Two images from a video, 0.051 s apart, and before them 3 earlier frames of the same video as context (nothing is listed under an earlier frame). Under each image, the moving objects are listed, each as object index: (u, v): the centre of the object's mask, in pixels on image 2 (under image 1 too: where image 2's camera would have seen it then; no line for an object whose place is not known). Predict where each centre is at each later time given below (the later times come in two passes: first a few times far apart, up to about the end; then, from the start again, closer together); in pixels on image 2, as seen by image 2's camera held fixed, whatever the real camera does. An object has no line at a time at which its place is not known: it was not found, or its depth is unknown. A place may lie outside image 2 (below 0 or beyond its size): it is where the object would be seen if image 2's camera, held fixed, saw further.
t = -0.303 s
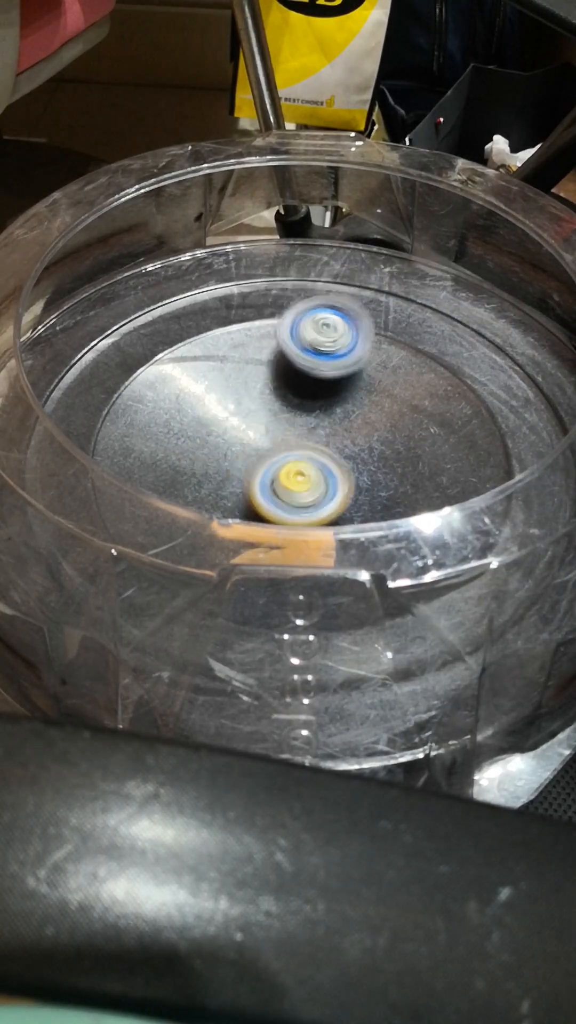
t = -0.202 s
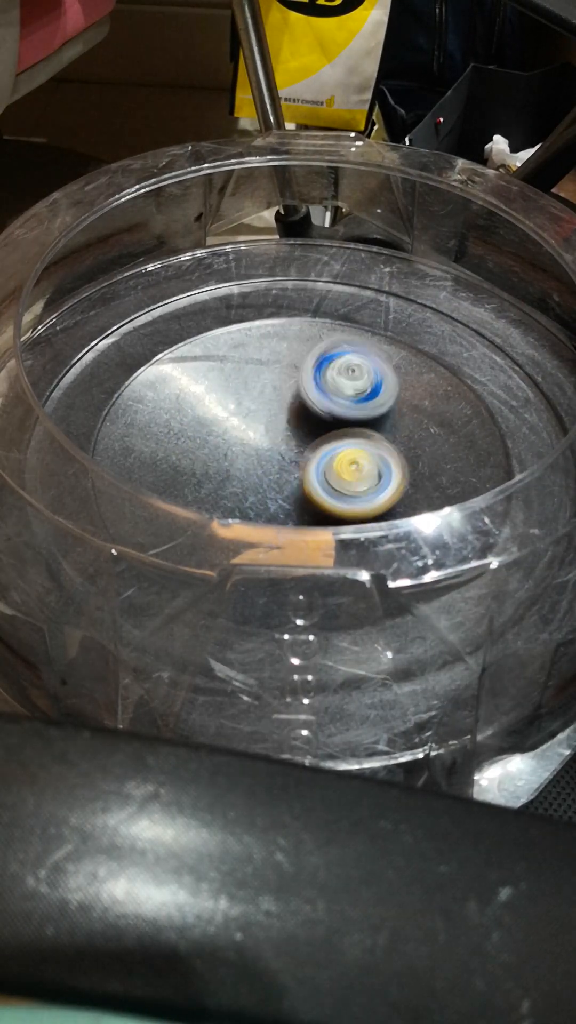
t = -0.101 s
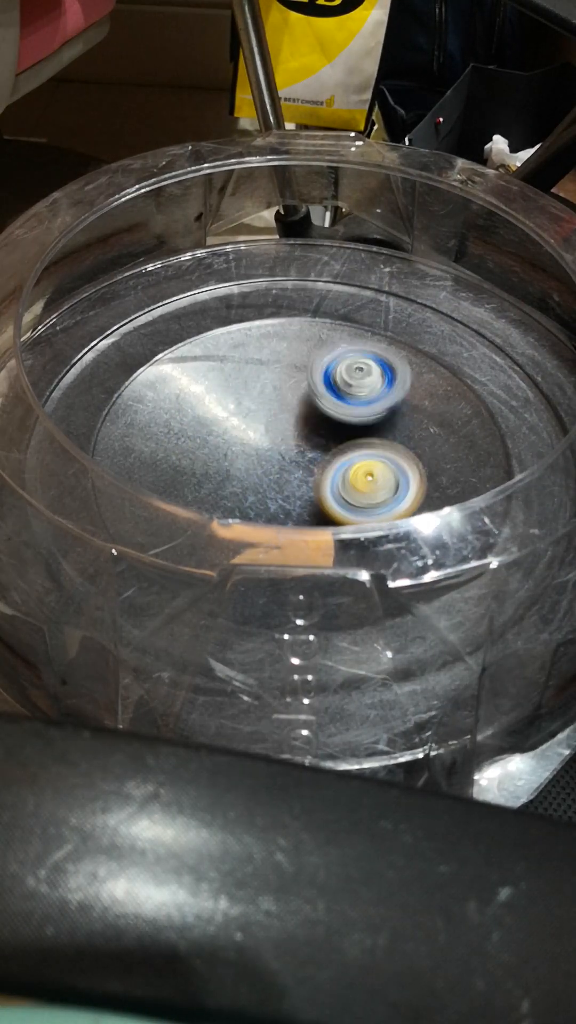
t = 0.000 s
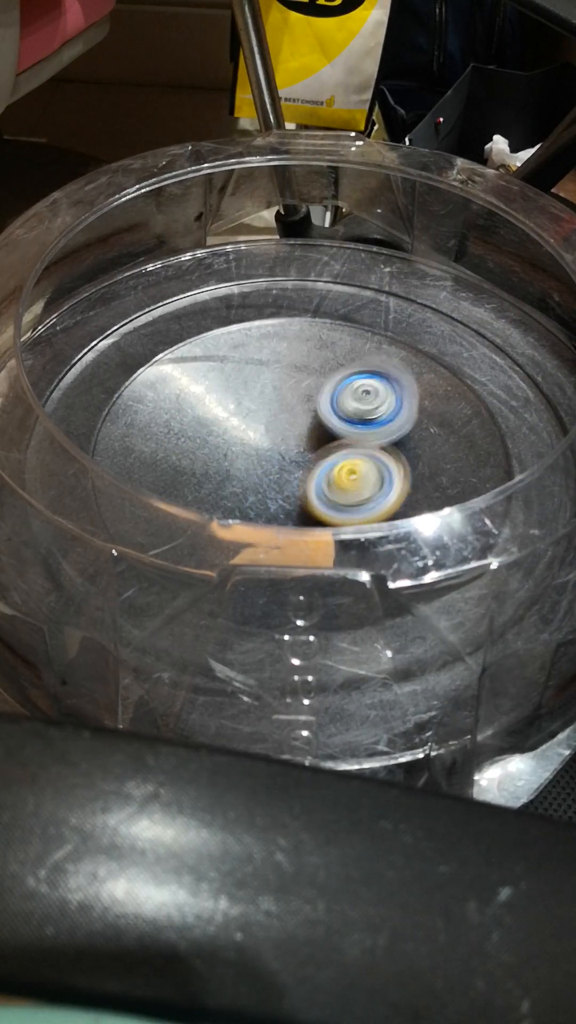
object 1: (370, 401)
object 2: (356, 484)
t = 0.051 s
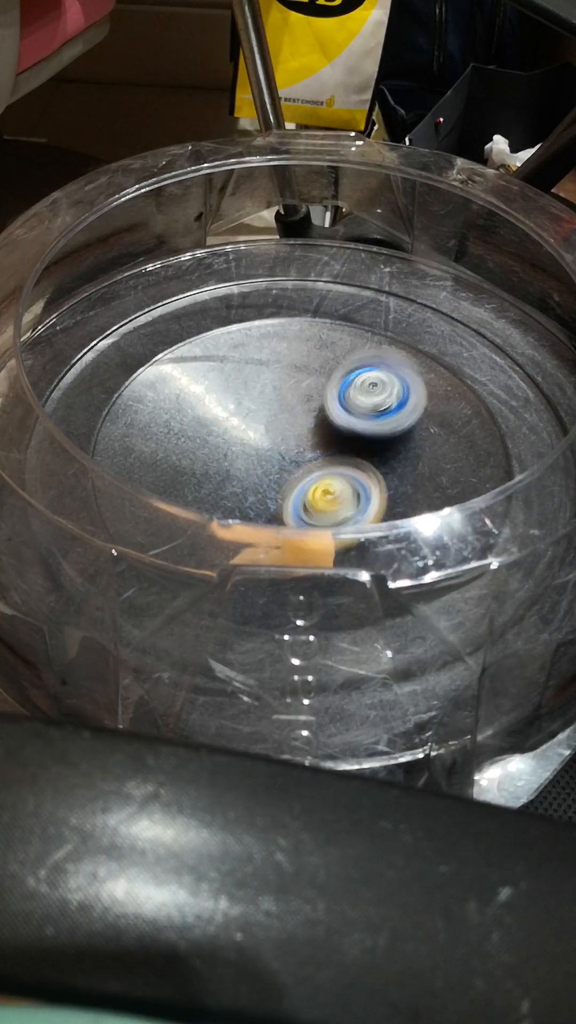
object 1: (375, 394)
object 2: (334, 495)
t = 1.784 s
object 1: (290, 480)
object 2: (436, 475)
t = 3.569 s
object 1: (519, 410)
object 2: (194, 471)
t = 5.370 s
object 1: (370, 463)
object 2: (224, 485)
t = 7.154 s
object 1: (247, 482)
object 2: (355, 486)
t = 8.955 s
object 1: (312, 485)
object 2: (365, 432)
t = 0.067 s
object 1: (377, 394)
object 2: (328, 497)
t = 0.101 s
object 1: (379, 399)
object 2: (315, 500)
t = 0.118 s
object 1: (379, 403)
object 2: (311, 500)
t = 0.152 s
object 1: (377, 413)
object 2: (305, 500)
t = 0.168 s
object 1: (377, 418)
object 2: (305, 500)
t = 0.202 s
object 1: (373, 429)
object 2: (299, 496)
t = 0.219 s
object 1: (368, 434)
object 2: (294, 496)
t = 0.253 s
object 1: (364, 435)
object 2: (282, 495)
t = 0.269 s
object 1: (362, 431)
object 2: (273, 493)
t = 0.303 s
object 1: (360, 428)
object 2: (260, 493)
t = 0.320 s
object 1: (357, 428)
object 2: (257, 493)
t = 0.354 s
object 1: (351, 426)
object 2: (252, 489)
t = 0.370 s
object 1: (349, 424)
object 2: (252, 488)
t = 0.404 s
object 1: (343, 422)
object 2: (253, 484)
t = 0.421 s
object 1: (340, 422)
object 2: (253, 483)
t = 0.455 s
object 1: (335, 419)
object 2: (256, 477)
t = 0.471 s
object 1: (335, 413)
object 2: (253, 476)
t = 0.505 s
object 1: (339, 406)
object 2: (246, 472)
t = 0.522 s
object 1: (341, 406)
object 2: (245, 471)
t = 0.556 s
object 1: (345, 403)
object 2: (247, 470)
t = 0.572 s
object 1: (346, 402)
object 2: (248, 469)
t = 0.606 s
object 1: (350, 402)
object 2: (250, 466)
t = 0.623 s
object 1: (351, 403)
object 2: (252, 465)
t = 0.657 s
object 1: (351, 408)
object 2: (255, 461)
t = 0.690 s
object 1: (351, 413)
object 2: (252, 456)
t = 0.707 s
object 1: (358, 412)
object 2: (240, 455)
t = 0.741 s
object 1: (369, 414)
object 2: (217, 460)
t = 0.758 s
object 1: (374, 417)
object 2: (209, 459)
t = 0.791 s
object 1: (377, 424)
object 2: (196, 463)
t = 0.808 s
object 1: (377, 427)
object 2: (192, 466)
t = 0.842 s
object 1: (373, 435)
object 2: (189, 471)
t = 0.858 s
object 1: (368, 440)
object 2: (184, 479)
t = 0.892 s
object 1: (358, 450)
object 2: (186, 488)
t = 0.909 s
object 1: (354, 453)
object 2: (190, 492)
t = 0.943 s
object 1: (342, 459)
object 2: (202, 501)
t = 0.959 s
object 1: (335, 461)
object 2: (211, 505)
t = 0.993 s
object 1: (322, 462)
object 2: (227, 513)
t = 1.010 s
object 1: (317, 462)
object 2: (236, 513)
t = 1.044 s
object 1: (305, 457)
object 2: (254, 513)
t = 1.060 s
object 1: (298, 455)
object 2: (266, 517)
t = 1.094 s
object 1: (287, 450)
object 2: (298, 512)
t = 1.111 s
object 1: (283, 449)
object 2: (308, 511)
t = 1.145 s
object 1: (273, 443)
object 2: (328, 543)
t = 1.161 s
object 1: (269, 439)
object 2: (347, 544)
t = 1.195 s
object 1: (263, 429)
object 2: (366, 544)
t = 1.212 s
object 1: (261, 423)
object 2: (373, 544)
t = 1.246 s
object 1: (261, 414)
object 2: (388, 540)
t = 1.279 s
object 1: (264, 406)
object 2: (408, 535)
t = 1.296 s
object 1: (268, 404)
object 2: (413, 537)
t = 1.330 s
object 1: (271, 399)
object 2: (424, 532)
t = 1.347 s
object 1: (274, 396)
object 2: (429, 529)
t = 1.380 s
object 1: (281, 391)
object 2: (439, 526)
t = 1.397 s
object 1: (285, 390)
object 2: (441, 524)
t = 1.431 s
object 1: (297, 393)
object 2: (446, 521)
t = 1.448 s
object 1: (303, 396)
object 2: (449, 520)
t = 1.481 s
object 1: (312, 404)
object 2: (452, 516)
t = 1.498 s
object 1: (315, 408)
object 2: (452, 514)
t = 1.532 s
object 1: (317, 418)
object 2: (452, 512)
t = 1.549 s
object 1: (318, 422)
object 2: (453, 510)
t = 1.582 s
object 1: (320, 430)
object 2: (452, 508)
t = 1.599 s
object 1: (322, 436)
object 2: (450, 506)
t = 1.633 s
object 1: (321, 445)
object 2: (447, 502)
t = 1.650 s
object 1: (319, 450)
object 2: (447, 500)
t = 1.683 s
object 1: (313, 460)
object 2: (445, 496)
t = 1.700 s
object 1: (309, 465)
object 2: (442, 494)
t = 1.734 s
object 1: (301, 473)
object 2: (439, 489)
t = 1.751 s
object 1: (298, 476)
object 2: (436, 479)
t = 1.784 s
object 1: (290, 480)
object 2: (436, 475)
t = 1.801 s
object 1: (286, 481)
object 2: (435, 473)
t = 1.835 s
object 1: (277, 483)
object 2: (435, 469)
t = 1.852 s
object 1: (271, 485)
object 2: (435, 467)
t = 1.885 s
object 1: (258, 486)
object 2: (434, 459)
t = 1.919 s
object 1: (247, 484)
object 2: (431, 450)
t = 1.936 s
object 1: (243, 483)
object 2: (427, 445)
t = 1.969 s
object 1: (235, 480)
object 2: (421, 435)
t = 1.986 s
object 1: (232, 478)
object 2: (418, 430)
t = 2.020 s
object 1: (225, 474)
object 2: (410, 421)
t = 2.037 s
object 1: (223, 471)
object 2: (404, 416)
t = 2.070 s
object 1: (223, 462)
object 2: (392, 407)
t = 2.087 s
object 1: (227, 459)
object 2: (387, 403)
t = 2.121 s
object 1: (238, 454)
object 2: (372, 395)
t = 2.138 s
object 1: (244, 450)
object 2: (364, 393)
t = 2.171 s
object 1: (254, 447)
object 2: (348, 388)
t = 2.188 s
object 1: (258, 447)
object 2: (340, 384)
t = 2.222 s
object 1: (269, 447)
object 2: (325, 379)
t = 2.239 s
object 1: (273, 450)
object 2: (322, 372)
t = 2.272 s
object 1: (283, 457)
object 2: (316, 360)
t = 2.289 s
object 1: (288, 459)
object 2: (309, 355)
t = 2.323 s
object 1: (295, 462)
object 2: (298, 350)
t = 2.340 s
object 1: (298, 462)
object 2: (294, 350)
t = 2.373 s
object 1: (310, 465)
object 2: (285, 348)
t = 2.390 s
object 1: (316, 468)
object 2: (282, 347)
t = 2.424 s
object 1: (323, 474)
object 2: (276, 348)
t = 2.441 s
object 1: (325, 477)
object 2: (275, 348)
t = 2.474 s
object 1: (328, 482)
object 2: (272, 351)
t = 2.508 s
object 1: (333, 487)
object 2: (269, 354)
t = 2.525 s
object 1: (333, 488)
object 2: (269, 354)
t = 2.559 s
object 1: (330, 493)
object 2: (269, 357)
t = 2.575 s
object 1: (326, 496)
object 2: (268, 360)
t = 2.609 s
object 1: (321, 497)
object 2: (269, 369)
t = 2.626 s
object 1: (319, 497)
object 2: (270, 369)
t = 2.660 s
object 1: (312, 498)
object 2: (270, 373)
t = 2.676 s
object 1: (307, 496)
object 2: (268, 374)
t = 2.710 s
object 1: (298, 493)
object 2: (266, 379)
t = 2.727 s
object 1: (296, 490)
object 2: (265, 380)
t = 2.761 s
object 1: (296, 483)
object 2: (262, 387)
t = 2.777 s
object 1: (297, 480)
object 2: (261, 391)
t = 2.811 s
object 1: (296, 473)
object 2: (257, 397)
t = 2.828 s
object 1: (301, 473)
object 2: (250, 396)
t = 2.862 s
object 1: (319, 472)
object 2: (238, 394)
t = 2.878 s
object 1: (323, 471)
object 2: (233, 394)
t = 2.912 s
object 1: (328, 467)
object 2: (227, 397)
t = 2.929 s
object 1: (334, 465)
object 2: (224, 402)
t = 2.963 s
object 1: (345, 462)
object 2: (222, 408)
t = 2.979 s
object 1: (346, 462)
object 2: (221, 413)
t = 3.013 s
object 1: (354, 456)
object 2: (220, 423)
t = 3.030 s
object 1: (362, 456)
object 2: (221, 426)
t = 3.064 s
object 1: (366, 456)
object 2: (227, 436)
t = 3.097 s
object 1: (372, 453)
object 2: (233, 448)
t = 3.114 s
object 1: (378, 455)
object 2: (241, 453)
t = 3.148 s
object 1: (378, 457)
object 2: (253, 462)
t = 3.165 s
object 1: (381, 456)
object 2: (260, 467)
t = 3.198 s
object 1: (393, 458)
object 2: (262, 471)
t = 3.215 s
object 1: (410, 454)
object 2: (244, 471)
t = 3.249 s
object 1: (453, 445)
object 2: (216, 470)
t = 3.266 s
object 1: (464, 446)
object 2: (205, 470)
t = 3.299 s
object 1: (487, 438)
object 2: (186, 468)
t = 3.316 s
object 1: (494, 439)
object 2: (181, 468)
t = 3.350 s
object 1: (498, 437)
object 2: (179, 470)
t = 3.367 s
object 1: (505, 436)
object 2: (179, 471)
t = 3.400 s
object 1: (504, 438)
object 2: (178, 473)
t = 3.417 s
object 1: (508, 435)
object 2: (177, 472)
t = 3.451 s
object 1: (511, 435)
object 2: (182, 472)
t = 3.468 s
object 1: (514, 430)
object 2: (184, 473)
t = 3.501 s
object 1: (519, 426)
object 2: (185, 473)
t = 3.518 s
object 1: (517, 420)
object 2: (187, 472)
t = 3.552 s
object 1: (523, 414)
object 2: (191, 470)
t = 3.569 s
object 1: (519, 410)
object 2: (194, 471)
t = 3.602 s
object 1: (524, 401)
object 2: (198, 468)
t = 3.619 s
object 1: (520, 399)
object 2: (199, 468)
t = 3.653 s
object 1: (522, 389)
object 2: (205, 465)
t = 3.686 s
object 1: (515, 383)
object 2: (212, 466)
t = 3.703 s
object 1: (516, 377)
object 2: (215, 466)
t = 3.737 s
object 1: (510, 373)
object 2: (222, 469)
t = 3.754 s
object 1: (509, 368)
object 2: (228, 470)
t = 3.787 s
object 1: (504, 364)
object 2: (240, 471)
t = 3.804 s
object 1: (501, 358)
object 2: (245, 472)
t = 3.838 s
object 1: (497, 355)
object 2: (258, 472)
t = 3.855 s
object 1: (491, 350)
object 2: (264, 471)
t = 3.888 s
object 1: (488, 346)
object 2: (278, 467)
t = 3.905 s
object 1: (481, 343)
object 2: (286, 464)
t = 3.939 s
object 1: (477, 338)
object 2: (297, 458)
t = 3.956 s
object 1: (470, 337)
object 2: (303, 455)
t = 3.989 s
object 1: (465, 330)
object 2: (311, 448)
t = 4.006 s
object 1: (459, 331)
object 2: (315, 444)
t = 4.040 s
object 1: (451, 325)
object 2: (322, 439)
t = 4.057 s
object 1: (447, 326)
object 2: (325, 436)
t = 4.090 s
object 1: (436, 322)
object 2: (327, 428)
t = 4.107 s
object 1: (433, 323)
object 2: (329, 426)
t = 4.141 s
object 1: (422, 320)
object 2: (331, 422)
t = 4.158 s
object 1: (420, 320)
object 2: (332, 421)
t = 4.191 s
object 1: (407, 324)
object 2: (332, 417)
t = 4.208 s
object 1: (406, 329)
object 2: (331, 417)
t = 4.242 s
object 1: (395, 340)
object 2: (329, 416)
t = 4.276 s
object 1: (392, 348)
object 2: (328, 419)
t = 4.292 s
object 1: (388, 350)
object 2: (324, 422)
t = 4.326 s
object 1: (385, 359)
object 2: (317, 425)
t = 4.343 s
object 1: (382, 359)
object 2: (309, 430)
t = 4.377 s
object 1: (386, 364)
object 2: (296, 438)
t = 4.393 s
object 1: (382, 370)
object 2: (290, 441)
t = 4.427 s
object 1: (382, 376)
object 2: (286, 450)
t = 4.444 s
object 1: (378, 383)
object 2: (286, 452)
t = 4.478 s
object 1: (377, 390)
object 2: (287, 460)
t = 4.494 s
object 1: (373, 398)
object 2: (289, 463)
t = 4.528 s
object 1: (371, 405)
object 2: (291, 470)
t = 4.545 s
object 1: (369, 413)
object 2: (292, 473)
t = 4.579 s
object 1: (384, 403)
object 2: (277, 489)
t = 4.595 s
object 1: (388, 402)
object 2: (270, 493)
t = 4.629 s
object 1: (397, 399)
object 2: (269, 500)
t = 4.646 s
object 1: (394, 401)
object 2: (269, 502)
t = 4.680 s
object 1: (400, 404)
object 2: (270, 505)
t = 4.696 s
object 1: (397, 408)
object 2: (271, 507)
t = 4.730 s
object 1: (402, 416)
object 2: (272, 510)
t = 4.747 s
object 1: (399, 419)
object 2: (272, 510)
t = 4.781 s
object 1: (401, 429)
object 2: (273, 511)
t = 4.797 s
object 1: (398, 430)
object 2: (274, 511)
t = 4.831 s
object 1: (395, 441)
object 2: (276, 510)
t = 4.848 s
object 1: (393, 442)
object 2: (278, 509)
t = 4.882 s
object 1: (388, 452)
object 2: (281, 506)
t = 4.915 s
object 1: (385, 461)
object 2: (285, 503)
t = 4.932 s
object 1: (379, 462)
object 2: (285, 502)
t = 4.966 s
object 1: (396, 452)
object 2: (263, 503)
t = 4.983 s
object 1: (405, 445)
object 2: (255, 502)
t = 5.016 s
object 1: (408, 438)
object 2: (240, 501)
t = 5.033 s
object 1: (415, 437)
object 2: (235, 501)
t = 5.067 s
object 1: (416, 437)
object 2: (225, 500)
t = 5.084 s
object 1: (413, 441)
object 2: (221, 502)
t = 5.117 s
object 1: (418, 443)
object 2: (220, 499)
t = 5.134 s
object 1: (417, 442)
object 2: (219, 498)
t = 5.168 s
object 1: (416, 446)
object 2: (217, 496)
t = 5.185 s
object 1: (418, 447)
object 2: (217, 496)
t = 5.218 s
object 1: (411, 449)
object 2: (218, 494)
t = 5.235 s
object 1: (407, 454)
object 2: (219, 493)
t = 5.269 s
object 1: (400, 456)
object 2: (221, 494)
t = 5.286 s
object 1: (392, 457)
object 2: (221, 492)
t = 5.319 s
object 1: (383, 461)
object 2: (219, 490)
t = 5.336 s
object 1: (380, 459)
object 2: (221, 488)
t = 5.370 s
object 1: (370, 463)
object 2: (224, 485)
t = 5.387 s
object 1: (368, 464)
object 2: (226, 484)
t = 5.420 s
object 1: (358, 465)
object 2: (229, 476)
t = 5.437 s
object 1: (351, 469)
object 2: (231, 473)
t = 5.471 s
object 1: (344, 470)
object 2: (238, 462)
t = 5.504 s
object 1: (344, 468)
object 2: (239, 453)
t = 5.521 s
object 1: (345, 468)
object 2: (239, 447)
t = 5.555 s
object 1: (350, 468)
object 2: (241, 438)
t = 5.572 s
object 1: (356, 467)
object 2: (243, 433)
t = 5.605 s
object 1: (351, 469)
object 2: (247, 426)
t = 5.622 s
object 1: (344, 473)
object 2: (251, 424)
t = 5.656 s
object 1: (341, 475)
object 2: (259, 416)
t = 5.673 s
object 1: (341, 475)
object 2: (264, 414)
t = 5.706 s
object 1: (335, 477)
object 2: (268, 409)
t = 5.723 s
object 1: (328, 480)
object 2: (270, 406)
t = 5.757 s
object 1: (320, 481)
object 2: (275, 404)
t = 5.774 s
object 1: (320, 478)
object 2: (276, 402)
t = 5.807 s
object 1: (313, 477)
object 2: (277, 401)
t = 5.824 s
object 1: (308, 479)
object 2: (278, 401)
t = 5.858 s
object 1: (303, 476)
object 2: (280, 400)
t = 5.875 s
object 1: (301, 474)
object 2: (280, 400)
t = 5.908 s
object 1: (298, 475)
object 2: (283, 401)
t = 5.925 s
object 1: (293, 479)
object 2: (290, 405)
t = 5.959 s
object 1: (289, 482)
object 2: (296, 408)
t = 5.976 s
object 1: (290, 483)
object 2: (302, 409)
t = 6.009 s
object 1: (288, 485)
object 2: (311, 413)
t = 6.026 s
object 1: (284, 487)
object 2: (316, 416)
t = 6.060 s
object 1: (280, 488)
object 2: (326, 418)
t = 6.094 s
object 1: (276, 490)
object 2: (335, 420)
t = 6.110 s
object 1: (279, 490)
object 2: (340, 420)
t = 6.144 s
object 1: (276, 491)
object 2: (347, 422)
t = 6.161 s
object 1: (270, 490)
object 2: (351, 423)
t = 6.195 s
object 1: (271, 491)
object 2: (356, 423)
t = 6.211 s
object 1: (271, 491)
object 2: (358, 424)
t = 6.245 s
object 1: (270, 490)
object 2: (362, 425)
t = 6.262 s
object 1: (271, 488)
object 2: (362, 426)
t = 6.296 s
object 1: (273, 485)
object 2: (362, 427)
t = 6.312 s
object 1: (272, 485)
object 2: (362, 427)
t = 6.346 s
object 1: (277, 482)
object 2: (361, 427)
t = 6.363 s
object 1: (282, 479)
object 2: (361, 426)
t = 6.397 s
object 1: (285, 476)
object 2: (360, 425)
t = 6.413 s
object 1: (283, 474)
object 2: (359, 425)
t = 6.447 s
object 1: (283, 474)
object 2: (358, 422)
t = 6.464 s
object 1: (284, 480)
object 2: (358, 419)
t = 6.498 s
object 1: (283, 481)
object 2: (352, 413)
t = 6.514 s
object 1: (285, 483)
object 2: (352, 410)
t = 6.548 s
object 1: (279, 482)
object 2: (346, 410)
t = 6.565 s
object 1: (281, 482)
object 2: (345, 409)
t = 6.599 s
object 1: (276, 481)
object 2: (344, 411)
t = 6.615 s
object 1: (277, 479)
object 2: (342, 411)
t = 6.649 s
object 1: (273, 480)
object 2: (342, 416)
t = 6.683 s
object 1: (270, 477)
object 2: (343, 422)
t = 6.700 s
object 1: (269, 479)
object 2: (345, 423)
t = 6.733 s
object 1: (269, 480)
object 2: (346, 428)
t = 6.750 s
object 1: (269, 481)
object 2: (346, 431)
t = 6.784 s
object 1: (257, 483)
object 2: (352, 429)
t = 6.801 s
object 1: (252, 486)
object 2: (356, 427)
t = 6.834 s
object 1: (247, 487)
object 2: (358, 428)
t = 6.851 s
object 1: (241, 487)
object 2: (357, 428)
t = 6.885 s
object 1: (245, 492)
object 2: (356, 431)
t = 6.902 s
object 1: (245, 490)
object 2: (355, 434)
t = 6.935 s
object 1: (242, 492)
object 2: (353, 439)
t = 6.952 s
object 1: (246, 495)
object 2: (352, 443)
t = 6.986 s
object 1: (245, 493)
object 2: (349, 450)
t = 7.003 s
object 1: (246, 494)
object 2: (348, 454)
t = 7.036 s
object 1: (254, 490)
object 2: (346, 462)
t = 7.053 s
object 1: (249, 489)
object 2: (345, 466)
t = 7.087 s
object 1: (253, 489)
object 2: (346, 472)
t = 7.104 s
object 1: (260, 485)
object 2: (344, 476)
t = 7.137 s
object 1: (248, 485)
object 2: (351, 483)
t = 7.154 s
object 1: (247, 482)
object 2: (355, 486)
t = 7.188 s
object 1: (254, 474)
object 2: (360, 488)
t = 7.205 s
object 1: (253, 474)
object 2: (360, 490)
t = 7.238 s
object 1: (261, 465)
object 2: (361, 493)
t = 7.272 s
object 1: (267, 457)
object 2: (362, 494)
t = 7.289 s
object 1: (269, 455)
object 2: (360, 495)
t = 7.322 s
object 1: (278, 445)
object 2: (359, 495)
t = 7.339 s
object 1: (285, 437)
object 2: (359, 494)
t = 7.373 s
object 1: (288, 431)
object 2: (356, 494)
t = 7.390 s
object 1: (292, 427)
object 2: (356, 493)
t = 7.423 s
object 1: (304, 416)
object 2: (355, 491)
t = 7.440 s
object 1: (305, 411)
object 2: (355, 490)
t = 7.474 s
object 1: (309, 411)
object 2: (354, 486)
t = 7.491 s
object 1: (314, 408)
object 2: (352, 485)
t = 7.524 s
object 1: (318, 400)
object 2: (348, 483)
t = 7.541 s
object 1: (316, 401)
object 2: (344, 482)
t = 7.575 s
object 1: (316, 405)
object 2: (337, 482)
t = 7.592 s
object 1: (316, 403)
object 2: (331, 481)
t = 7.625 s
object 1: (315, 402)
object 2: (320, 482)
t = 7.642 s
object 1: (312, 403)
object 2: (313, 481)
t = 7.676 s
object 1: (313, 406)
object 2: (299, 481)
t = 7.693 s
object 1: (313, 406)
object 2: (292, 481)
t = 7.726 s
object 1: (313, 403)
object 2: (277, 480)
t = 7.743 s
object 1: (313, 405)
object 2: (270, 480)
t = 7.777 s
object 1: (316, 409)
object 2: (258, 478)
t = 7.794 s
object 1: (316, 410)
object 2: (252, 477)
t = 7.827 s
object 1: (310, 414)
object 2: (244, 475)
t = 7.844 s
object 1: (306, 417)
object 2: (239, 474)
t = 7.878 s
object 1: (308, 428)
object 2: (236, 472)
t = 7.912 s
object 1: (309, 434)
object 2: (235, 469)
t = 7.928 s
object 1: (308, 436)
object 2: (235, 466)
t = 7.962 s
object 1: (307, 444)
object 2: (237, 464)
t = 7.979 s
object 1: (311, 449)
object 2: (236, 461)
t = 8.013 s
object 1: (321, 458)
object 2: (237, 455)
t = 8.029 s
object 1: (323, 462)
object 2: (239, 452)
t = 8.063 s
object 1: (323, 467)
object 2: (243, 447)
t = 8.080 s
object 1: (322, 470)
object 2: (244, 443)
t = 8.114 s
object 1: (322, 477)
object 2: (247, 434)
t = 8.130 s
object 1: (323, 481)
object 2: (250, 430)
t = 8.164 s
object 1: (324, 486)
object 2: (257, 425)
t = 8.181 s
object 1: (325, 486)
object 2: (262, 423)
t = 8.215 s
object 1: (325, 487)
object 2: (271, 419)
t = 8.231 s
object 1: (322, 487)
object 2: (275, 417)
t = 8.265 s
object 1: (318, 488)
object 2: (283, 414)
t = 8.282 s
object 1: (317, 489)
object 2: (288, 413)
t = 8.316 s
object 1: (318, 490)
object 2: (299, 413)
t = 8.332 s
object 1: (319, 488)
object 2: (305, 413)
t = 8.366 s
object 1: (317, 488)
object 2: (315, 414)
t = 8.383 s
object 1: (317, 487)
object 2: (319, 415)
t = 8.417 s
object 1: (315, 485)
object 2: (327, 416)
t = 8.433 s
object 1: (315, 485)
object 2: (332, 417)
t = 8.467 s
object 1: (314, 485)
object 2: (339, 421)
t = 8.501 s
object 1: (313, 486)
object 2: (348, 422)
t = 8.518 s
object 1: (312, 486)
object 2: (352, 424)
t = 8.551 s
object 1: (312, 485)
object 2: (358, 428)
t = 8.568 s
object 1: (312, 485)
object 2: (361, 430)
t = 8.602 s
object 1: (312, 485)
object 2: (364, 432)
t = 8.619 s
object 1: (312, 485)
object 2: (364, 432)
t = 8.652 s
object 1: (312, 485)
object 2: (365, 432)
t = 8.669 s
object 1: (312, 485)
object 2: (365, 432)
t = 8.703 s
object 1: (312, 485)
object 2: (365, 432)
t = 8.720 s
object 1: (312, 485)
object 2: (365, 432)
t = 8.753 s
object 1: (312, 485)
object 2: (365, 432)
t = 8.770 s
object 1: (312, 485)
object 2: (365, 432)
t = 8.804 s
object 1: (312, 485)
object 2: (365, 432)
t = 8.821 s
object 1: (312, 485)
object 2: (365, 432)
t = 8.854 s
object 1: (312, 485)
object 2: (365, 432)
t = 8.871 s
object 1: (312, 485)
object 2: (365, 432)
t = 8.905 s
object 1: (312, 485)
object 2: (365, 432)
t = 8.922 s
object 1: (312, 485)
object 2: (365, 432)
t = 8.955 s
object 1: (312, 485)
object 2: (365, 432)
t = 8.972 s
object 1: (312, 485)
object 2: (365, 432)
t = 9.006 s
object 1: (312, 485)
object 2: (365, 432)
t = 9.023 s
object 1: (312, 485)
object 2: (365, 432)
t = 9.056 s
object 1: (312, 485)
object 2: (365, 432)
